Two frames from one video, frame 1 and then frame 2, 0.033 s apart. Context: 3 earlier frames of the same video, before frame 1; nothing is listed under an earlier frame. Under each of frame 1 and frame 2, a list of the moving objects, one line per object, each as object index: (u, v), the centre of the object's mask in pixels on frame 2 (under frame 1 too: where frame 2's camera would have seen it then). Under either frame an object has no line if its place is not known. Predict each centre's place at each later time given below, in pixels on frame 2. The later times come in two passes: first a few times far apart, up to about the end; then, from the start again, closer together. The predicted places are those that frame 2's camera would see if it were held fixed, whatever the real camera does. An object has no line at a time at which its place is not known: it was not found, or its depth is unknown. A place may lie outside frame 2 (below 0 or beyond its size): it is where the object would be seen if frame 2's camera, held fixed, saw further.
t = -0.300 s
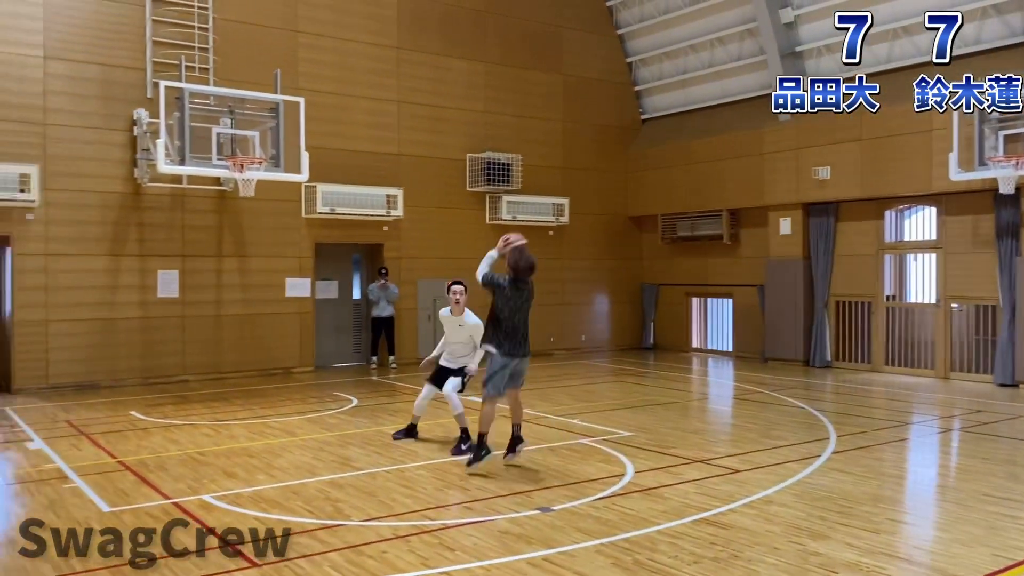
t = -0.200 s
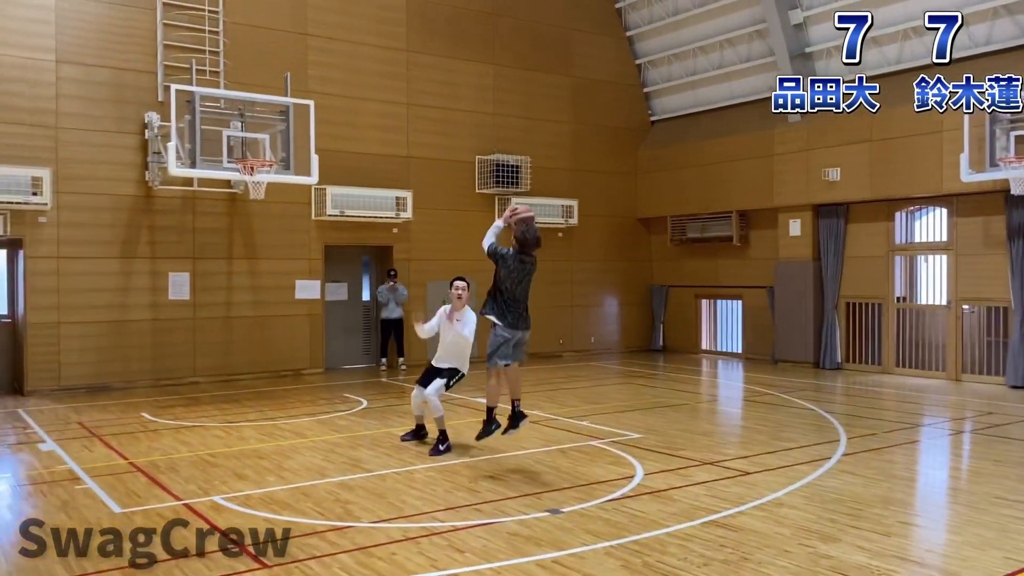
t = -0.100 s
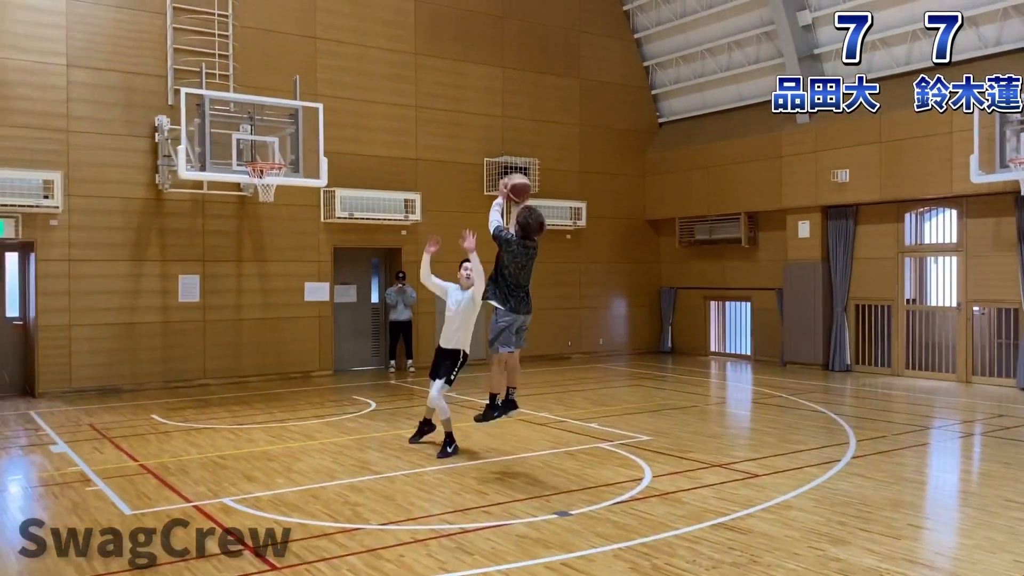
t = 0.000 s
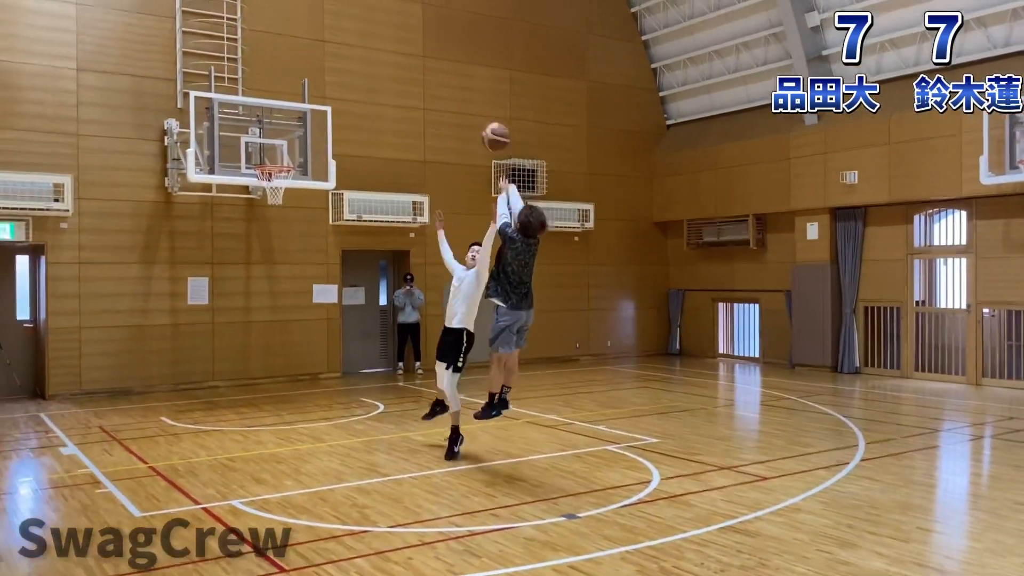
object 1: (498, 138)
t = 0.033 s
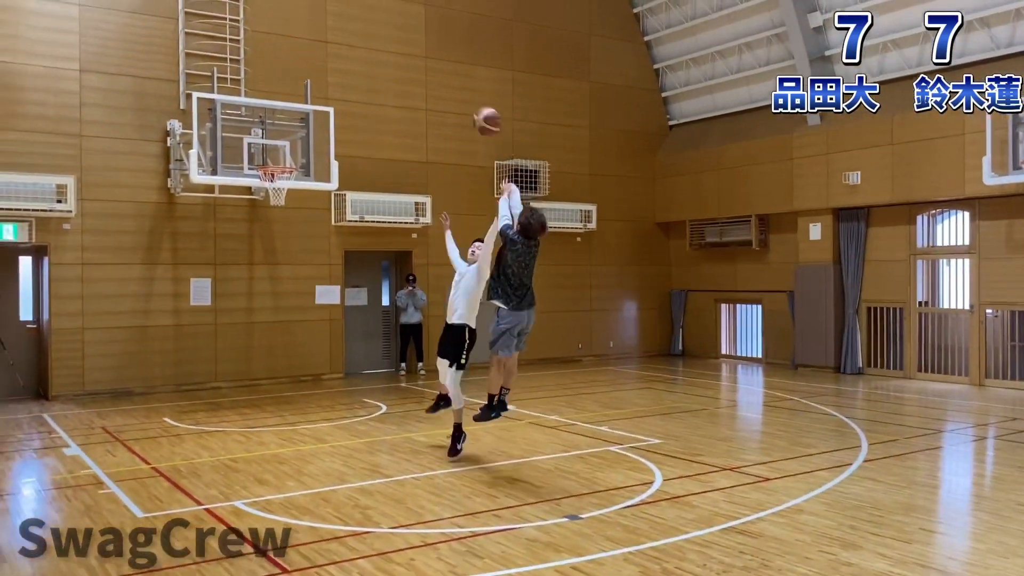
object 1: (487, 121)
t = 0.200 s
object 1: (437, 64)
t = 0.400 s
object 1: (388, 40)
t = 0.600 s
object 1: (347, 56)
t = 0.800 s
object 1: (312, 102)
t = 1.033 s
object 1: (278, 186)
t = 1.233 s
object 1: (261, 204)
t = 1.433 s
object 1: (247, 251)
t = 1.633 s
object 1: (232, 329)
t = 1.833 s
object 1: (220, 378)
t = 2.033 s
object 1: (212, 316)
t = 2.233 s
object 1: (203, 282)
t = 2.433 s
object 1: (196, 280)
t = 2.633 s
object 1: (188, 312)
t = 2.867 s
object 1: (183, 393)
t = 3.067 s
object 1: (171, 369)
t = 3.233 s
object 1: (165, 338)
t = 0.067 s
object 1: (476, 107)
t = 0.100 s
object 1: (466, 94)
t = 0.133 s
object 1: (457, 82)
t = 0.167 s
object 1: (447, 72)
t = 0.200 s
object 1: (437, 64)
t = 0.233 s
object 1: (429, 57)
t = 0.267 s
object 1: (420, 51)
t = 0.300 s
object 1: (411, 47)
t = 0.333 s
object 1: (403, 44)
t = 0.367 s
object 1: (395, 41)
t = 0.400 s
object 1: (388, 40)
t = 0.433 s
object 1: (380, 41)
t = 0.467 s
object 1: (373, 42)
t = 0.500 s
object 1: (367, 44)
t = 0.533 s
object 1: (360, 47)
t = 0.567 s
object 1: (353, 51)
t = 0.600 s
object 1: (347, 56)
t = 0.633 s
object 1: (341, 61)
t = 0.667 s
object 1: (335, 68)
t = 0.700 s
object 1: (329, 75)
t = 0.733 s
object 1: (323, 84)
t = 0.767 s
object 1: (317, 92)
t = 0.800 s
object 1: (312, 102)
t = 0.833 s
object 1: (306, 112)
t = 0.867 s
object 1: (301, 123)
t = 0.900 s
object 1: (296, 134)
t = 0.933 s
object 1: (291, 147)
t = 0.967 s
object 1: (286, 158)
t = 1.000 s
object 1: (282, 174)
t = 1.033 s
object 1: (278, 186)
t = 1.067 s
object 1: (274, 187)
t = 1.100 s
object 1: (271, 186)
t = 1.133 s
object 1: (268, 188)
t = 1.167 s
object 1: (266, 194)
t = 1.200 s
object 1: (264, 198)
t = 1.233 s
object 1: (261, 204)
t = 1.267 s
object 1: (259, 210)
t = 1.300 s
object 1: (256, 216)
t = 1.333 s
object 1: (254, 224)
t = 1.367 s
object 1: (251, 233)
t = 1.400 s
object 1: (249, 242)
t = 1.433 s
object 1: (247, 251)
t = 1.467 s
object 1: (244, 263)
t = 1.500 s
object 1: (242, 274)
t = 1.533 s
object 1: (239, 286)
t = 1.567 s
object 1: (237, 300)
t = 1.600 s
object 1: (235, 314)
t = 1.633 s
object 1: (232, 329)
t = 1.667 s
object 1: (231, 345)
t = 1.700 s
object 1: (228, 361)
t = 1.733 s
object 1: (225, 376)
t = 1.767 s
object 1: (224, 396)
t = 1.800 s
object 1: (221, 393)
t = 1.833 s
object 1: (220, 378)
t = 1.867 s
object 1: (219, 366)
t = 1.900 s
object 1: (217, 355)
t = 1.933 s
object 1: (216, 343)
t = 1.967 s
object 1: (215, 333)
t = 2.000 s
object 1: (213, 324)
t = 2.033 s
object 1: (212, 316)
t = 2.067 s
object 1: (209, 307)
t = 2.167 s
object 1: (205, 291)
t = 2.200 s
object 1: (204, 286)
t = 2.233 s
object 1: (203, 282)
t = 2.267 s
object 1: (201, 280)
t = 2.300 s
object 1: (200, 278)
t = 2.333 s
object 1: (199, 277)
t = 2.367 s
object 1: (198, 277)
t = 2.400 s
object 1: (196, 278)
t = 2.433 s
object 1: (196, 280)
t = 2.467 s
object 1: (194, 283)
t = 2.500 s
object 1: (192, 287)
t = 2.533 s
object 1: (191, 291)
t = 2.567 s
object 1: (191, 297)
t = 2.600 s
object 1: (190, 304)
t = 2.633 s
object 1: (188, 312)
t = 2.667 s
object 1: (188, 320)
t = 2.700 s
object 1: (189, 330)
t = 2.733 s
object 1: (189, 341)
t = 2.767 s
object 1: (186, 352)
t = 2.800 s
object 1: (187, 366)
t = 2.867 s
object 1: (183, 393)
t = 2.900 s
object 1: (180, 409)
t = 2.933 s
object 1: (179, 411)
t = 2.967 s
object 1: (176, 399)
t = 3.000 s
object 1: (174, 388)
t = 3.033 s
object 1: (173, 377)
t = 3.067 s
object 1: (171, 369)
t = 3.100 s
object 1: (170, 360)
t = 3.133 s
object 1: (170, 354)
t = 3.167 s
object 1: (168, 347)
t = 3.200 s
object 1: (167, 342)
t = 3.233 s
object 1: (165, 338)
